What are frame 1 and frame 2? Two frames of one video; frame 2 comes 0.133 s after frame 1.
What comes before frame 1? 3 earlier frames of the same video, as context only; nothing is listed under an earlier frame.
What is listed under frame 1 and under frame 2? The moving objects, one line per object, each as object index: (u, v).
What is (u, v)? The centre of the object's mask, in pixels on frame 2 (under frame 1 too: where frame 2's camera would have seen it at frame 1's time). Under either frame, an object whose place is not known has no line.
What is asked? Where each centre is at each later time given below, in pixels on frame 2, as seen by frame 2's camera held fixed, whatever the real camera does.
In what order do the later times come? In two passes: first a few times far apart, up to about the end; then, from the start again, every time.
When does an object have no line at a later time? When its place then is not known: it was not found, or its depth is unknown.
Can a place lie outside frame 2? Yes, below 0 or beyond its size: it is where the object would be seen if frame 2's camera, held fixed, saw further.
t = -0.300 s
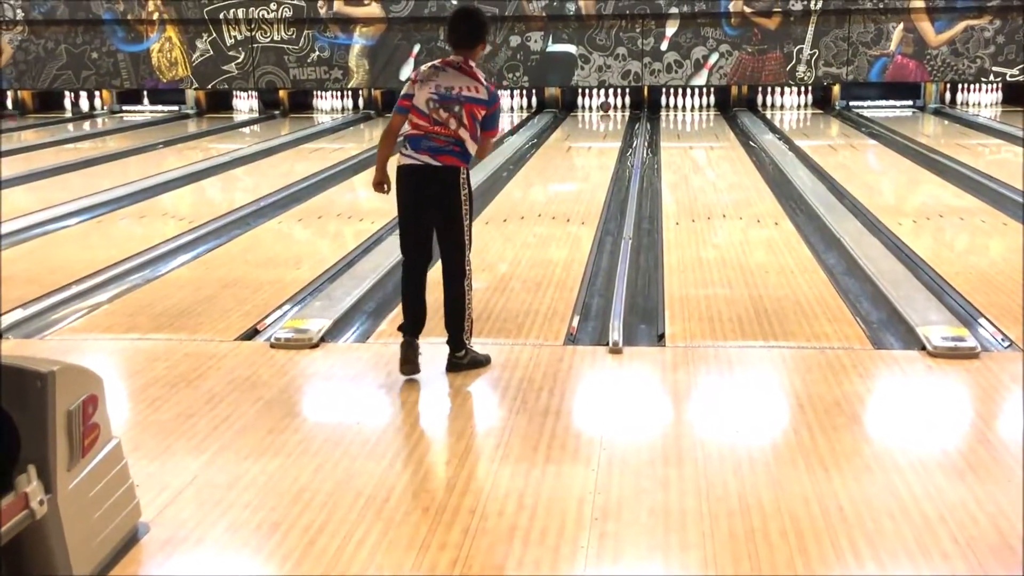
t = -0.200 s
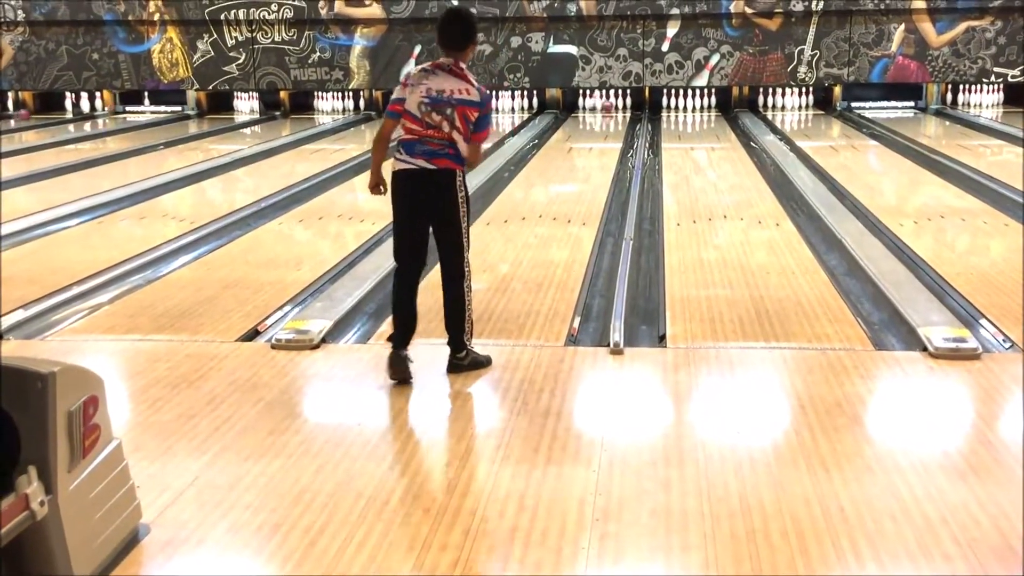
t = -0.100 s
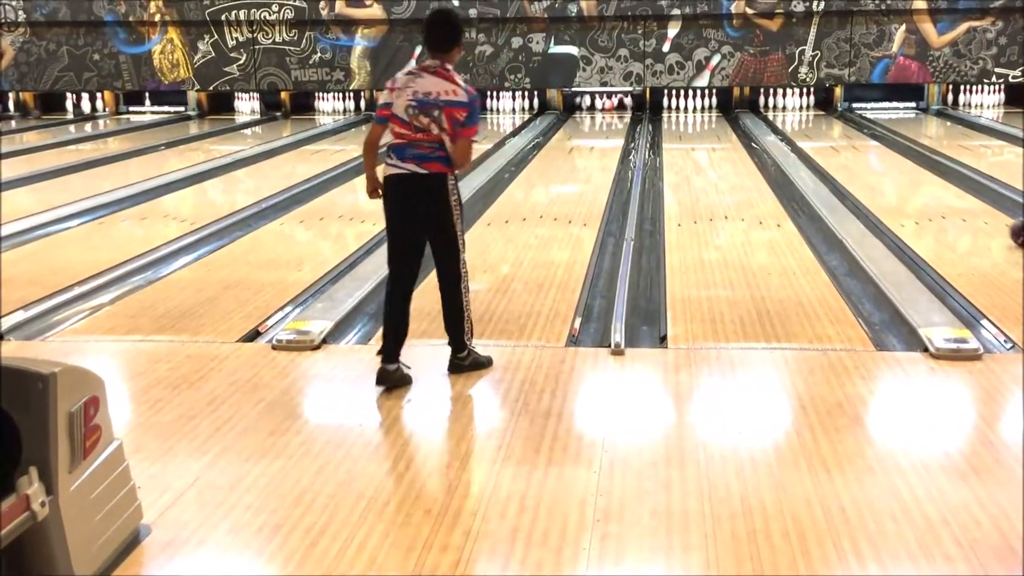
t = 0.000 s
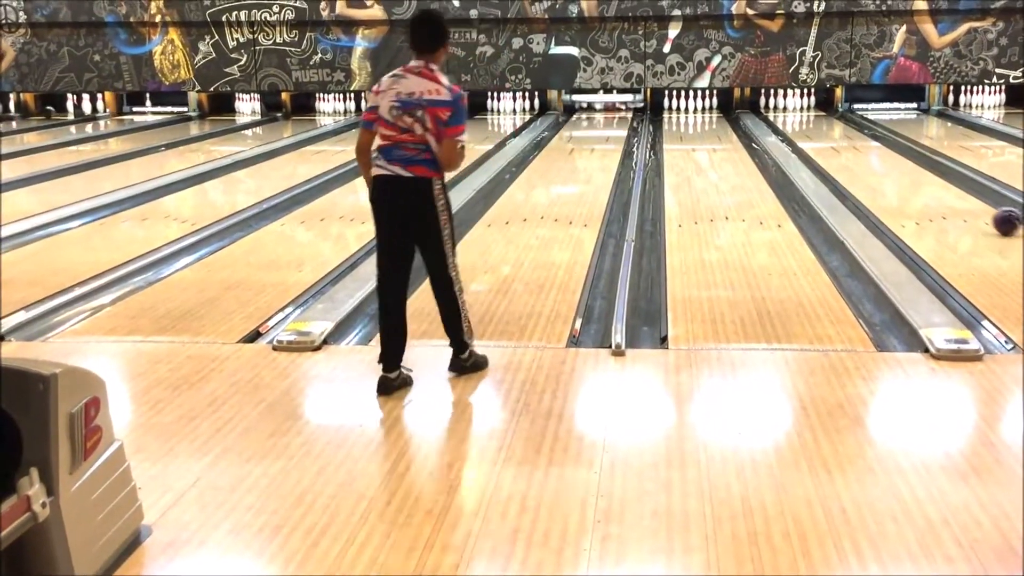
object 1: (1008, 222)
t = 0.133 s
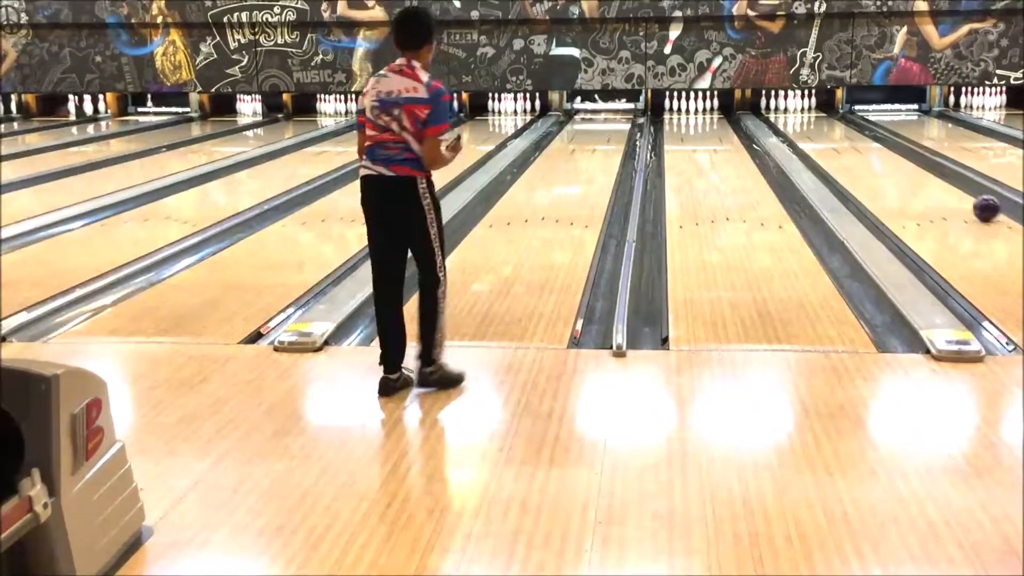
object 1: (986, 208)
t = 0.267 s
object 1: (968, 196)
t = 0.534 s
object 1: (938, 177)
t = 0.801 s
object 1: (917, 164)
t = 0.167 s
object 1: (981, 205)
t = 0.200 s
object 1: (977, 202)
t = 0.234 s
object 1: (972, 199)
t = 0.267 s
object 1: (968, 196)
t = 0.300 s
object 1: (964, 194)
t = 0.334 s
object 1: (959, 191)
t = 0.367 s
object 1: (955, 189)
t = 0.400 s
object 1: (951, 186)
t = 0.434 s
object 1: (948, 184)
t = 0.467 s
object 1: (944, 182)
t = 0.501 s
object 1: (941, 180)
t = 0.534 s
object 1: (938, 177)
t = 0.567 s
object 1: (935, 175)
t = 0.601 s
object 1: (932, 174)
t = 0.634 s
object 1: (929, 172)
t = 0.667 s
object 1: (926, 171)
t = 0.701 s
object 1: (923, 169)
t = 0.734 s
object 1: (921, 167)
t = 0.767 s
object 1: (919, 165)
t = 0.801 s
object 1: (917, 164)
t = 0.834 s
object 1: (915, 162)
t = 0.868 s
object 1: (913, 161)
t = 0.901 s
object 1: (911, 159)
